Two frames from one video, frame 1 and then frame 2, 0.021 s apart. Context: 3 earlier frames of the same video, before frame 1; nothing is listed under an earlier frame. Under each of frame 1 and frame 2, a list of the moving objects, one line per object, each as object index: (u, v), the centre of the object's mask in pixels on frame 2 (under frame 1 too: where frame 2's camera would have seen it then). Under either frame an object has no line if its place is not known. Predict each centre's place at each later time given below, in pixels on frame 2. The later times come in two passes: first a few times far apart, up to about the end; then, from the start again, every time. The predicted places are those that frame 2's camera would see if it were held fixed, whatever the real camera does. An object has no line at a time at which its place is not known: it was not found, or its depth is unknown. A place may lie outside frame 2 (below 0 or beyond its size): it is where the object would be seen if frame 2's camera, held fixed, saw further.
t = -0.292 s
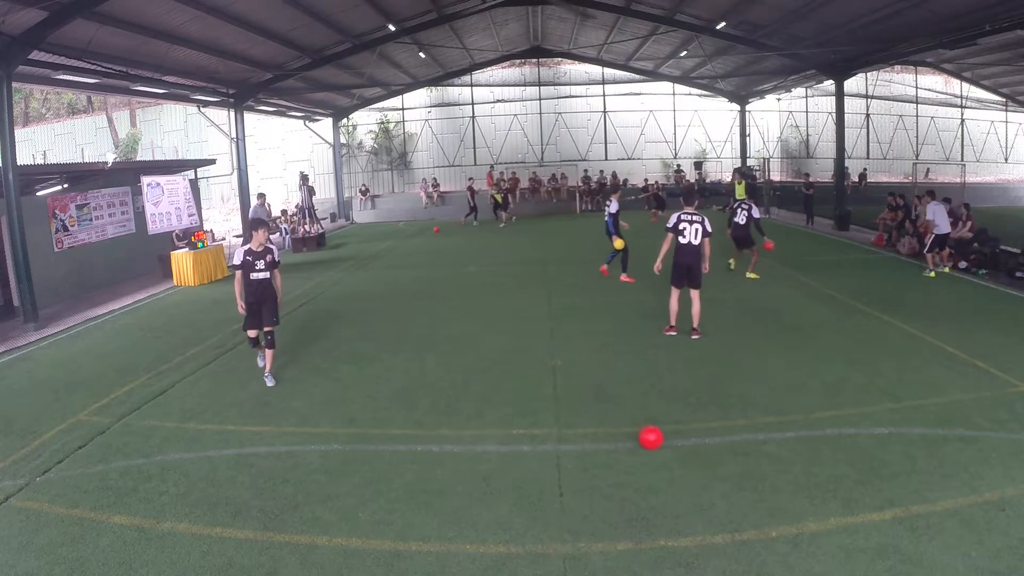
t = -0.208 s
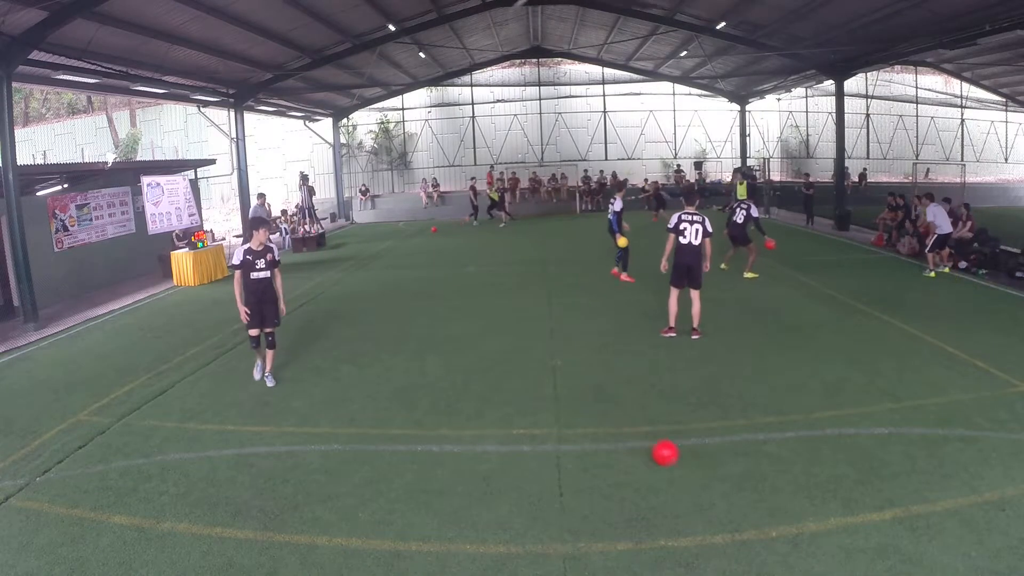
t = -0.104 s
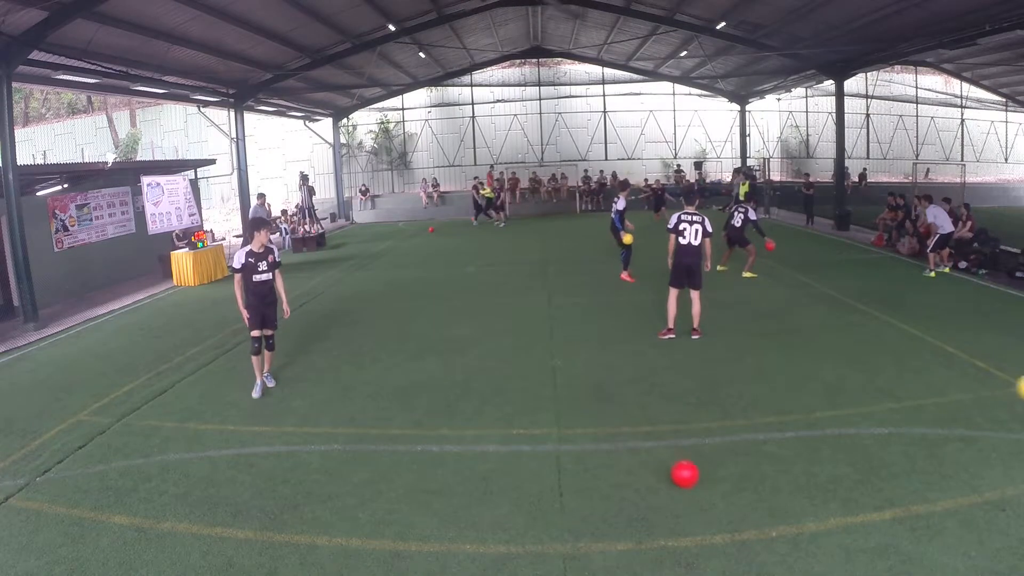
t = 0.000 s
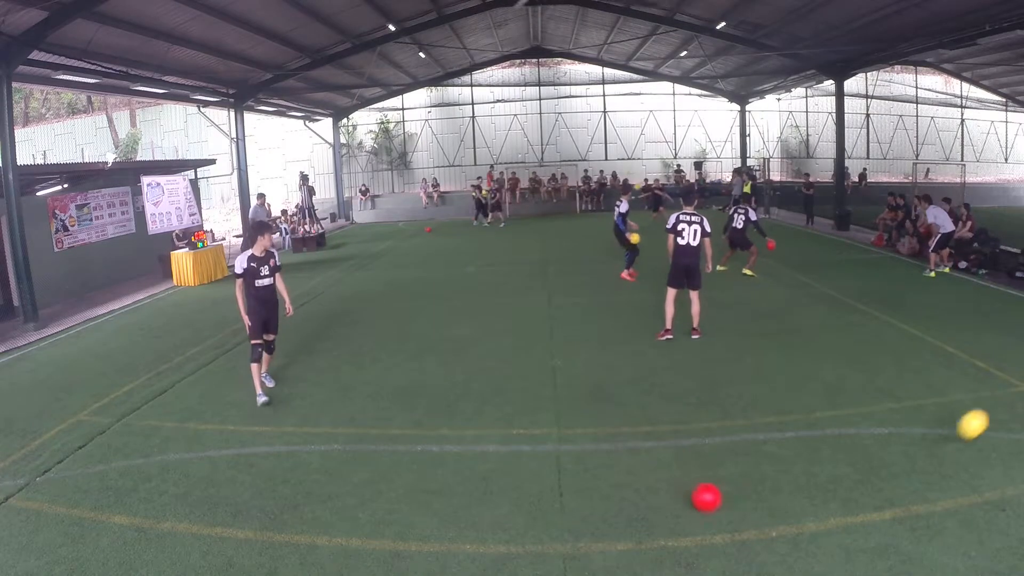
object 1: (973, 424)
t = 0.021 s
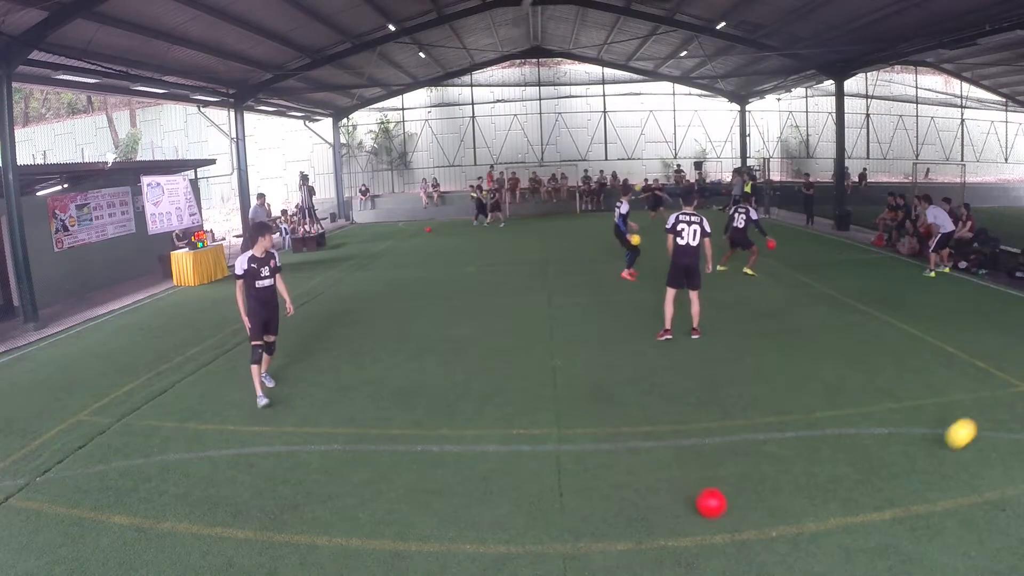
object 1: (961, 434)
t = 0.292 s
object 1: (884, 382)
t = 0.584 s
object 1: (795, 408)
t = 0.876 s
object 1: (716, 396)
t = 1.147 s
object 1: (648, 410)
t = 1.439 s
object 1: (584, 405)
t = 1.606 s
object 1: (555, 393)
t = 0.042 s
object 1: (951, 440)
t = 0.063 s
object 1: (944, 436)
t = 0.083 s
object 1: (939, 428)
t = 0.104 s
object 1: (934, 421)
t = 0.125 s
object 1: (929, 415)
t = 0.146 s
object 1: (924, 409)
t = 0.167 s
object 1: (919, 404)
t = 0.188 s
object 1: (913, 399)
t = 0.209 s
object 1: (908, 394)
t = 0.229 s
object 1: (902, 390)
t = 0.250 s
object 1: (896, 387)
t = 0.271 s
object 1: (890, 384)
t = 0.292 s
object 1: (884, 382)
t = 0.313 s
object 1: (878, 381)
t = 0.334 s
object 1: (872, 379)
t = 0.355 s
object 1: (865, 379)
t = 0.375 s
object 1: (859, 379)
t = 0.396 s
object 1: (853, 380)
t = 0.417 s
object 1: (847, 381)
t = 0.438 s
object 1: (841, 382)
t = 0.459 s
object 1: (834, 384)
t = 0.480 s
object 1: (828, 387)
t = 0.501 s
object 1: (821, 390)
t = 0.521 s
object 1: (815, 394)
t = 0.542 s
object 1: (808, 398)
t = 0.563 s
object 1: (802, 403)
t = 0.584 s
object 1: (795, 408)
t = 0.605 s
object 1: (789, 414)
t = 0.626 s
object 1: (782, 420)
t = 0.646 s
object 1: (776, 426)
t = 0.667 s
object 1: (770, 427)
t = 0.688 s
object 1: (765, 422)
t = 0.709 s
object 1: (759, 417)
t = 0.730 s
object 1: (754, 413)
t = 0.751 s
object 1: (749, 409)
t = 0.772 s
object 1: (743, 406)
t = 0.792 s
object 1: (738, 403)
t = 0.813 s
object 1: (732, 400)
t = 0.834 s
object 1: (727, 398)
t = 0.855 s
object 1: (722, 397)
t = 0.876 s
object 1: (716, 396)
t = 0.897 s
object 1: (711, 396)
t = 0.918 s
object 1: (705, 396)
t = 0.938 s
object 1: (700, 396)
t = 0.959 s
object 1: (694, 397)
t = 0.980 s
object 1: (688, 397)
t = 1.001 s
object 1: (684, 400)
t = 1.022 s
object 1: (678, 403)
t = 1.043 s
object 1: (673, 406)
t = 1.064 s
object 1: (667, 409)
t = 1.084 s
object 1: (662, 414)
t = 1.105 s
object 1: (657, 416)
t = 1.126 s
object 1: (652, 413)
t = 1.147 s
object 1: (648, 410)
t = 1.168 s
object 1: (643, 406)
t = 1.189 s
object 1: (638, 404)
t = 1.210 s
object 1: (633, 402)
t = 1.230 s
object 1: (629, 400)
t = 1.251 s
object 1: (624, 399)
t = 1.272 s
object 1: (620, 398)
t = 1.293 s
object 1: (615, 398)
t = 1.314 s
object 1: (610, 398)
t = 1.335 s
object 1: (606, 399)
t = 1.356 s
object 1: (601, 400)
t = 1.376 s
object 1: (597, 402)
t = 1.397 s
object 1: (593, 404)
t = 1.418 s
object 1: (588, 406)
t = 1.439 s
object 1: (584, 405)
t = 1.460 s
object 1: (581, 402)
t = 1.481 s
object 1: (577, 399)
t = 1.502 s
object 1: (573, 397)
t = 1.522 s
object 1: (570, 395)
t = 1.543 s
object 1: (566, 394)
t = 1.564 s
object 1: (562, 393)
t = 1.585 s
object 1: (559, 393)
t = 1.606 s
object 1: (555, 393)
